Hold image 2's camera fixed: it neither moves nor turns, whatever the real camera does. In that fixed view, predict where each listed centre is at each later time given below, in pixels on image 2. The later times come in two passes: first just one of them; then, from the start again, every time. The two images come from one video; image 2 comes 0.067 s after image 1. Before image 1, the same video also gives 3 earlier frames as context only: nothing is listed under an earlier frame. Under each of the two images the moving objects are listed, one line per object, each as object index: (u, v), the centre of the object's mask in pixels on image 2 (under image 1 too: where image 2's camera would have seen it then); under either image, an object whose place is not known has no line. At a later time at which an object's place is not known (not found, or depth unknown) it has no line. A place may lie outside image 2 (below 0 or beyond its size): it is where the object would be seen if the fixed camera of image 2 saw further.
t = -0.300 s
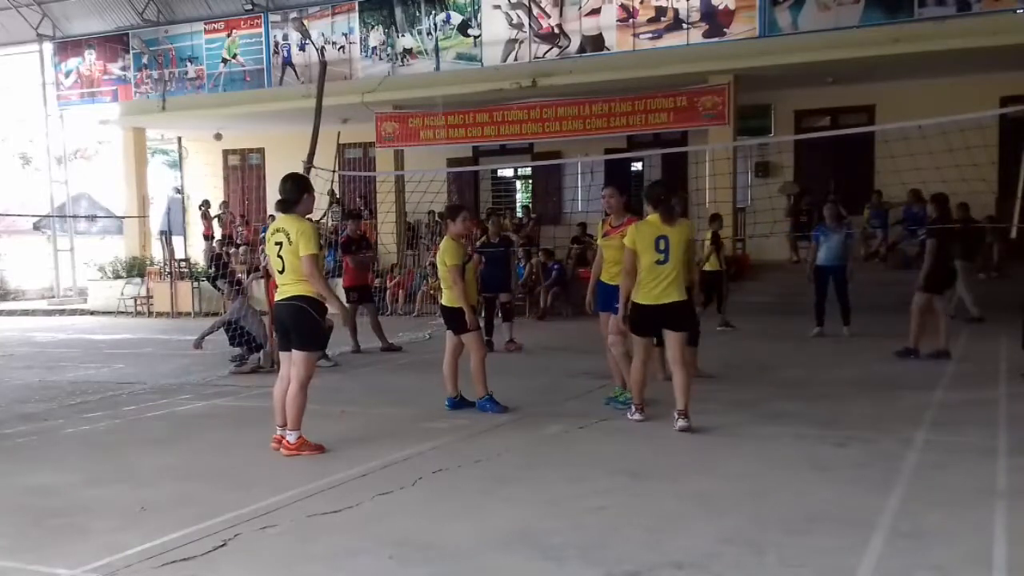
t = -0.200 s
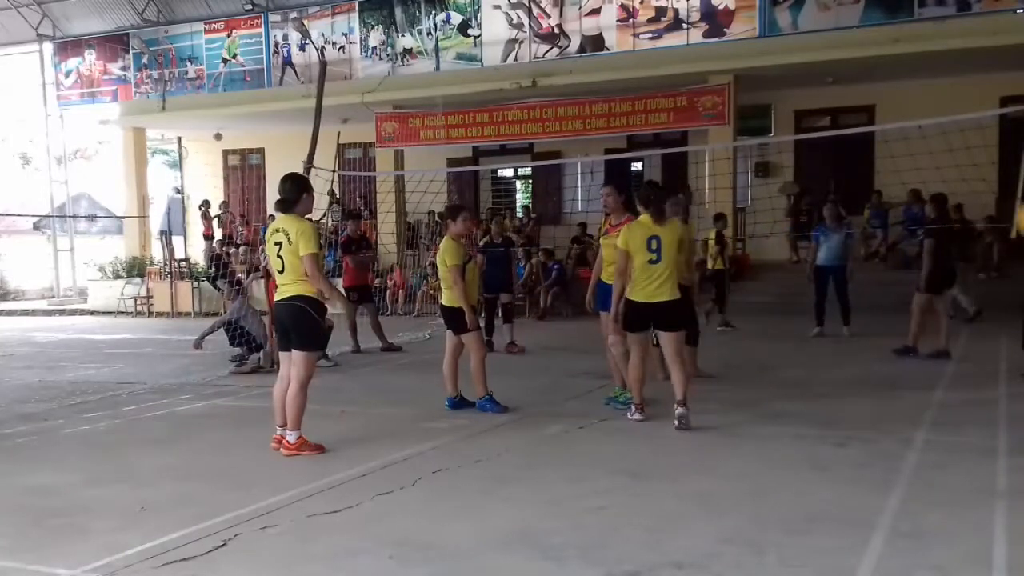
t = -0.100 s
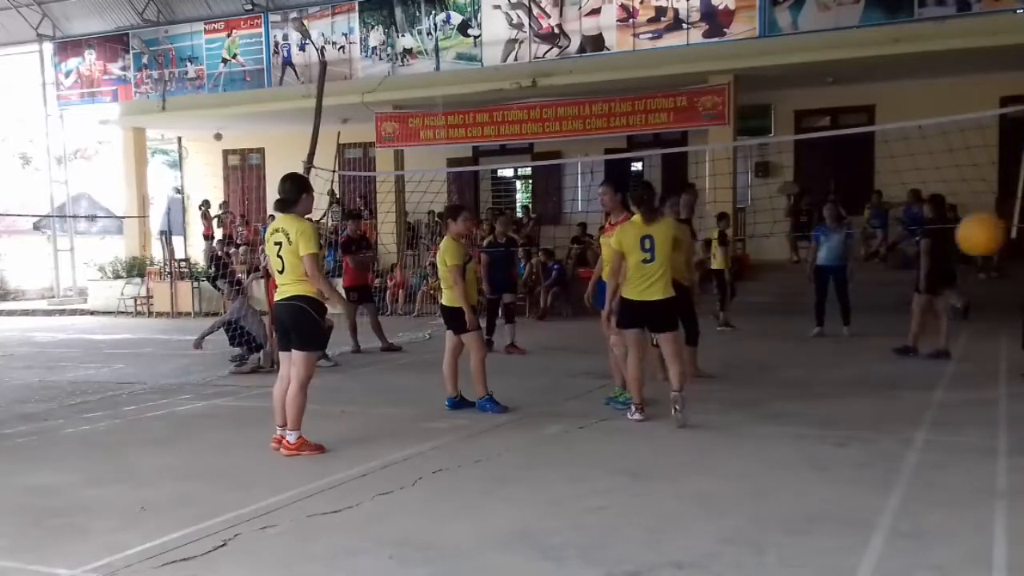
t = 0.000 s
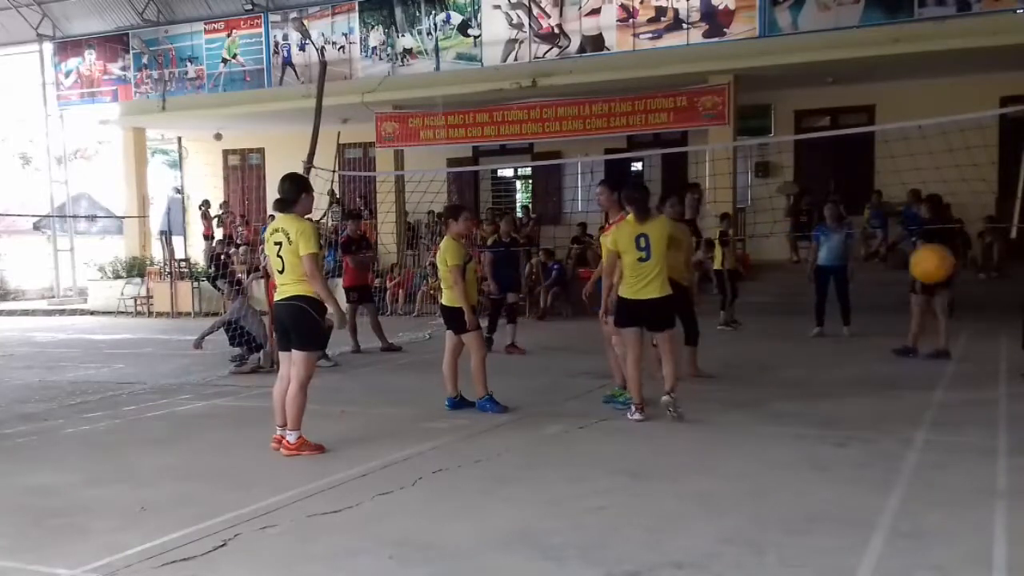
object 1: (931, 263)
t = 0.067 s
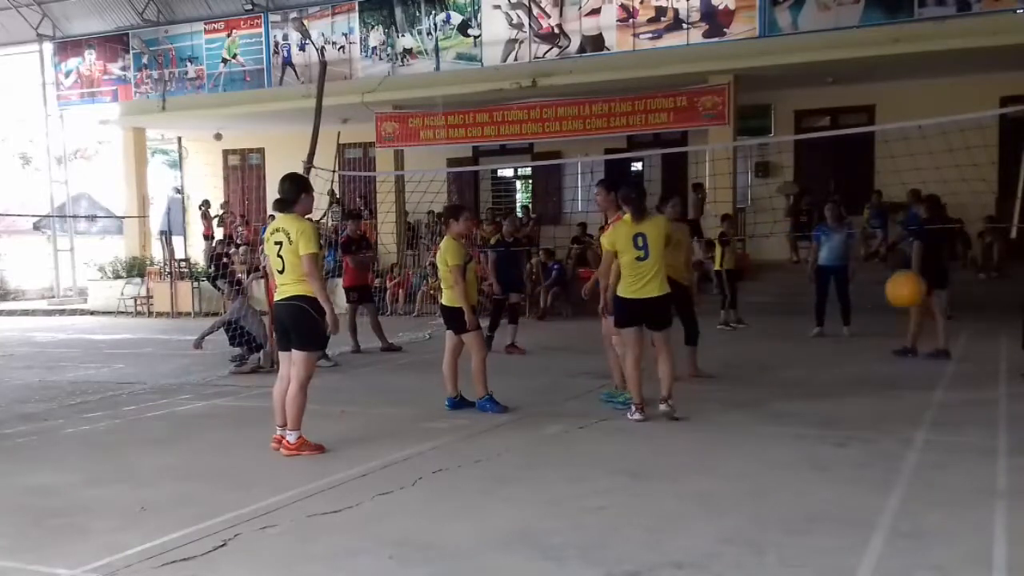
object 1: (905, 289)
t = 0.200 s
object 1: (863, 349)
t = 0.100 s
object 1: (892, 303)
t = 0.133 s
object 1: (883, 318)
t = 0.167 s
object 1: (873, 332)
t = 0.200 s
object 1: (863, 349)
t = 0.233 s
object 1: (852, 367)
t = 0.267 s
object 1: (845, 383)
